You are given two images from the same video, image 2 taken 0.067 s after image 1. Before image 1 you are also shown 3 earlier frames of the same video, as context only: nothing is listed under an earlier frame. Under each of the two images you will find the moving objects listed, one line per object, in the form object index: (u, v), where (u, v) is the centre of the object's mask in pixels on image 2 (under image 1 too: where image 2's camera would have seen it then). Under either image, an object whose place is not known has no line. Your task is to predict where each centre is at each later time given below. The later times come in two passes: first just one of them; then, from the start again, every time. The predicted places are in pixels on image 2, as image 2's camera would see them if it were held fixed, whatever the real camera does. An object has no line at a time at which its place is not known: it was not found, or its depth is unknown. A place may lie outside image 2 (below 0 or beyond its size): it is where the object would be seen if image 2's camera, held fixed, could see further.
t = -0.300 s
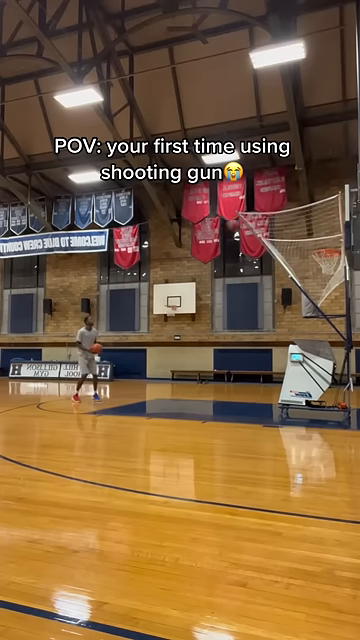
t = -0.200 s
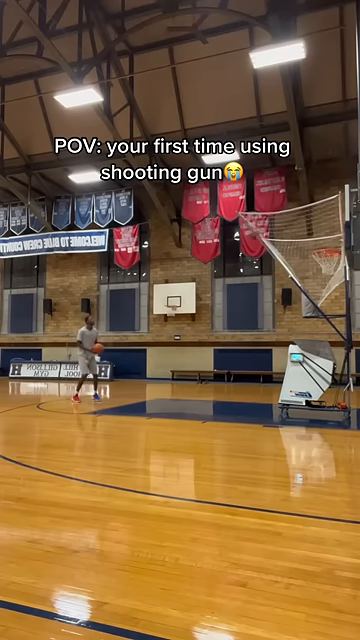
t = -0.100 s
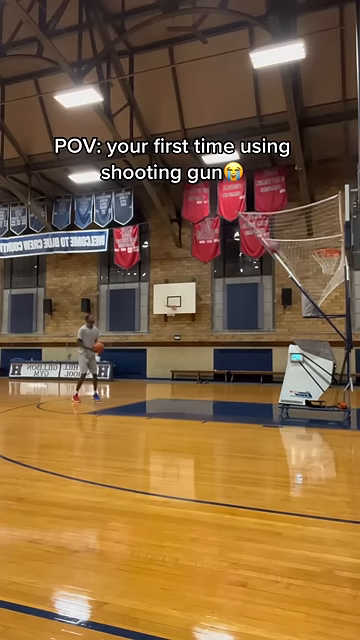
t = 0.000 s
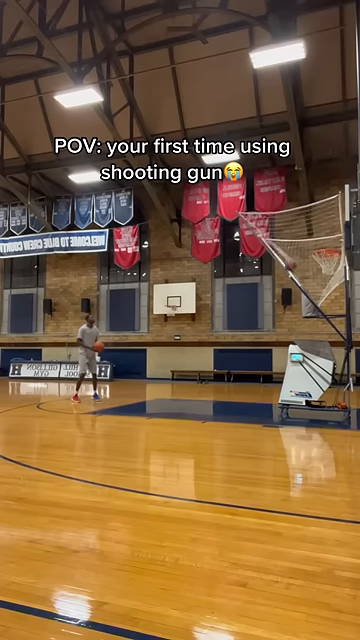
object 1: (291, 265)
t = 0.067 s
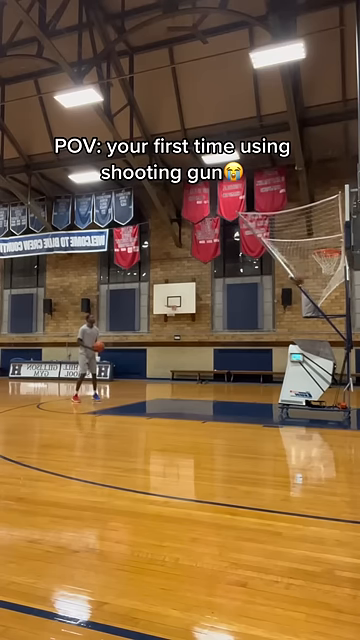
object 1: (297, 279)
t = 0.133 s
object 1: (297, 295)
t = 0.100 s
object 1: (301, 288)
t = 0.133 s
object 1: (297, 295)
